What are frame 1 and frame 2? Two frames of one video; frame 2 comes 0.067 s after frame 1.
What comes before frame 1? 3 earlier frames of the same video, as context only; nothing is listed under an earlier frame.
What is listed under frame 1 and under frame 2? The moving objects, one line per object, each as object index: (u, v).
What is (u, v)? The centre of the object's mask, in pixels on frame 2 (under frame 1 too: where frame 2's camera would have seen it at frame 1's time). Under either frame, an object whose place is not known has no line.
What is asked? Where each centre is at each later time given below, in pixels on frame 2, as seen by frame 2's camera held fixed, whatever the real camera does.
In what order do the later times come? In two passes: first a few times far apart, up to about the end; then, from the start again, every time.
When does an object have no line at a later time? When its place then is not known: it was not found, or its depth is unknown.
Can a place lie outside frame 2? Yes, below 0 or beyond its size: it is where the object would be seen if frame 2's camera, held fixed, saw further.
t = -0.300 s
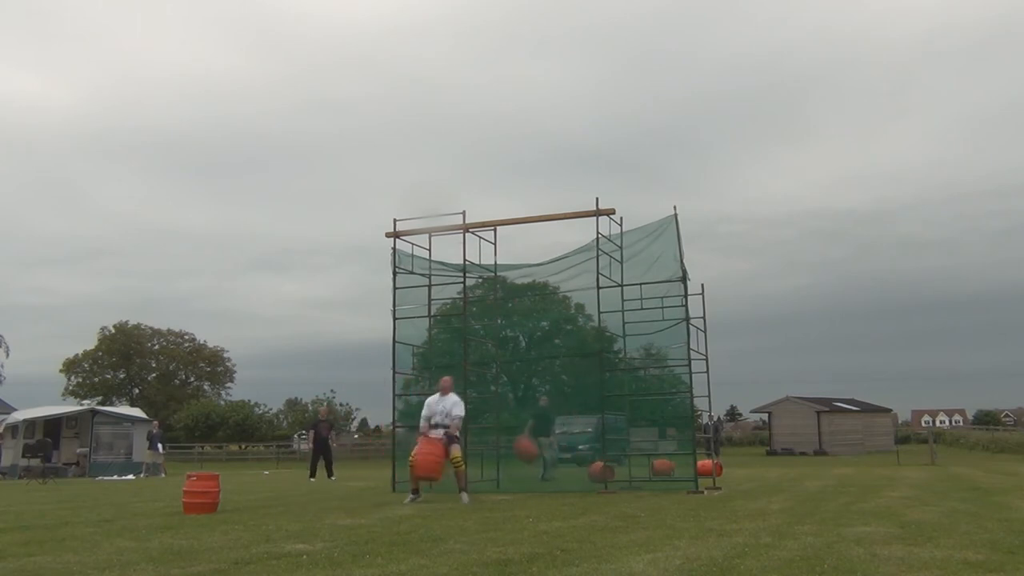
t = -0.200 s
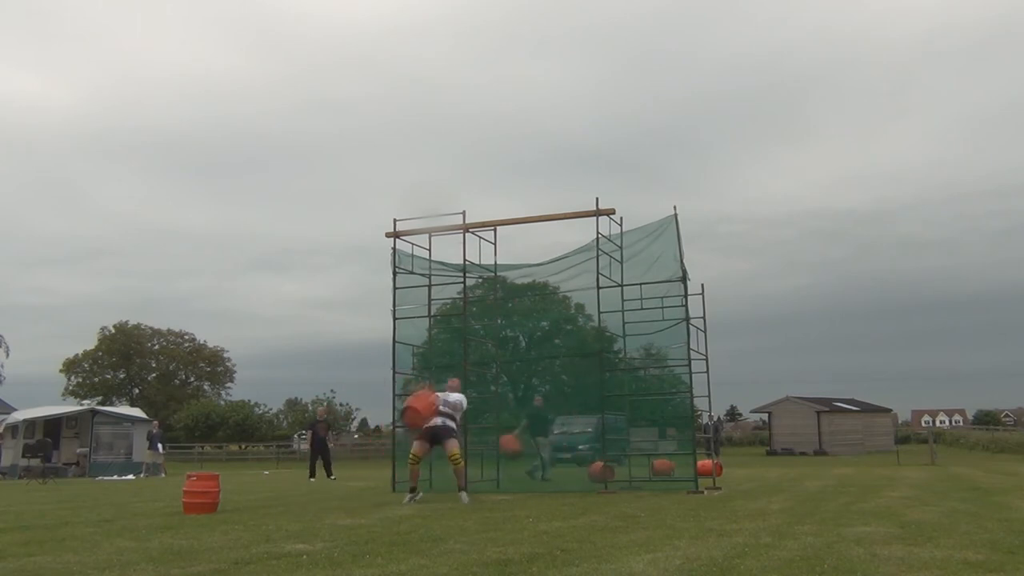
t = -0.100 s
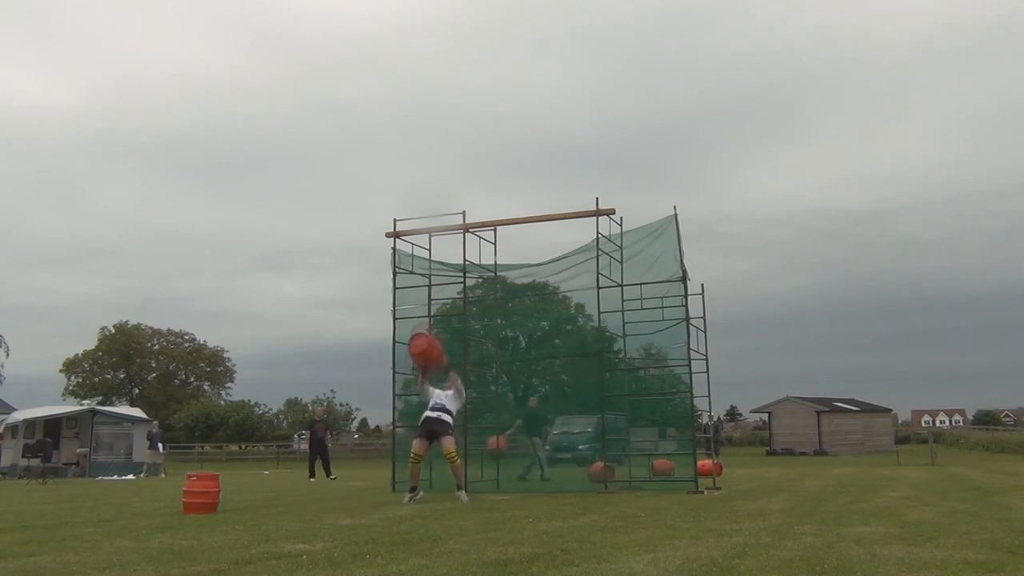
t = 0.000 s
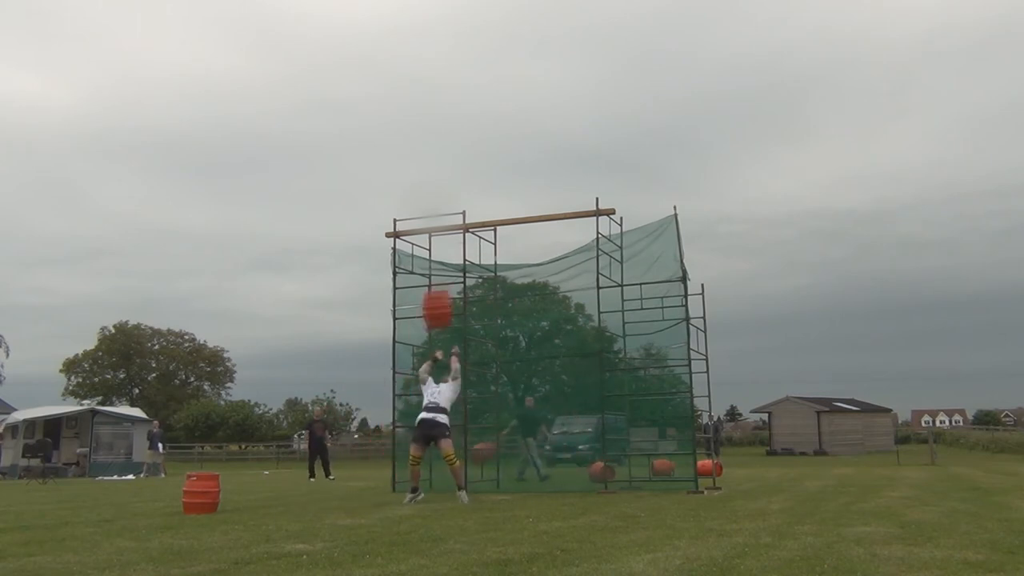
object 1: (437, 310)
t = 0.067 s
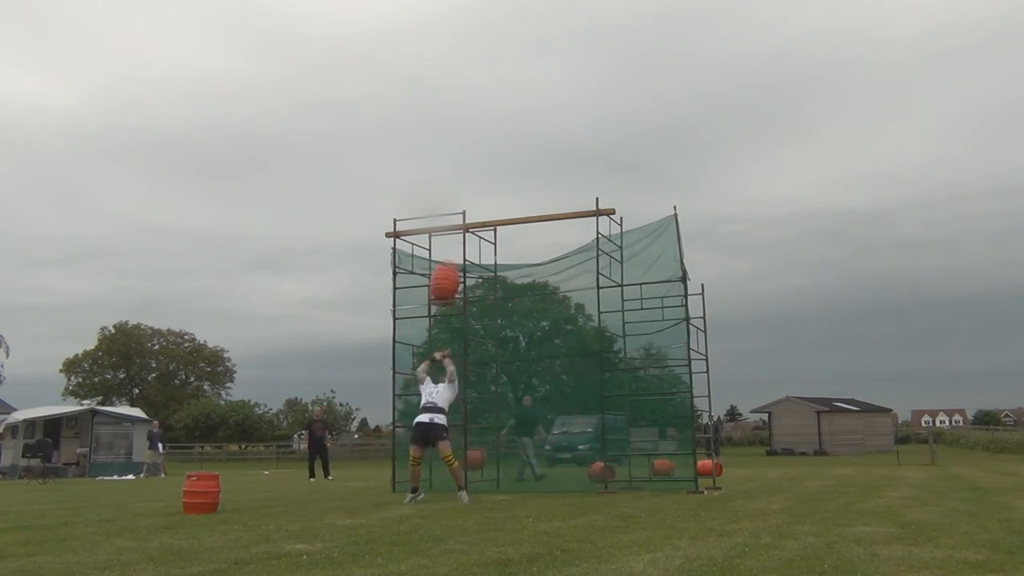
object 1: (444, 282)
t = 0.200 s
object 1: (458, 244)
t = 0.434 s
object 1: (484, 213)
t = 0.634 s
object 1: (490, 201)
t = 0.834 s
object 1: (495, 206)
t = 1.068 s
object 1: (503, 248)
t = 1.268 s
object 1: (508, 304)
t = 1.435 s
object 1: (513, 368)
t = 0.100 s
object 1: (447, 273)
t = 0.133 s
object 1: (451, 262)
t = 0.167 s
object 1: (454, 253)
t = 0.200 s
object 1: (458, 244)
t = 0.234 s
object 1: (461, 237)
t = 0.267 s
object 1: (465, 229)
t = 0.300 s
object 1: (469, 224)
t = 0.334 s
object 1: (473, 220)
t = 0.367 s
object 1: (476, 217)
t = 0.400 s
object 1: (480, 214)
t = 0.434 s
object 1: (484, 213)
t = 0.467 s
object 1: (487, 212)
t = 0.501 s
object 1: (487, 209)
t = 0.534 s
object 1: (487, 206)
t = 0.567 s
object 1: (488, 203)
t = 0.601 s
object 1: (489, 202)
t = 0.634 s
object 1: (490, 201)
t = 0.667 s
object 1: (491, 201)
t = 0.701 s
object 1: (492, 201)
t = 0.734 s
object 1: (493, 202)
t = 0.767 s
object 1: (494, 204)
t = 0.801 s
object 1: (495, 205)
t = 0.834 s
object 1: (495, 206)
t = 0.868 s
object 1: (496, 208)
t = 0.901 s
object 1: (498, 215)
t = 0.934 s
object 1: (498, 218)
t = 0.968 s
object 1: (500, 228)
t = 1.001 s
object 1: (501, 236)
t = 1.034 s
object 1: (502, 240)
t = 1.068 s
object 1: (503, 248)
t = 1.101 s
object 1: (504, 254)
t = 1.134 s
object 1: (505, 263)
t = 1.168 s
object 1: (505, 272)
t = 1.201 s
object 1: (507, 281)
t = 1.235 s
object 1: (506, 290)
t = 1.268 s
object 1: (508, 304)
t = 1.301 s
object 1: (509, 312)
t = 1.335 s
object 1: (511, 325)
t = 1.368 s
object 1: (511, 340)
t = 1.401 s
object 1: (511, 352)
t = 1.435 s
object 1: (513, 368)
